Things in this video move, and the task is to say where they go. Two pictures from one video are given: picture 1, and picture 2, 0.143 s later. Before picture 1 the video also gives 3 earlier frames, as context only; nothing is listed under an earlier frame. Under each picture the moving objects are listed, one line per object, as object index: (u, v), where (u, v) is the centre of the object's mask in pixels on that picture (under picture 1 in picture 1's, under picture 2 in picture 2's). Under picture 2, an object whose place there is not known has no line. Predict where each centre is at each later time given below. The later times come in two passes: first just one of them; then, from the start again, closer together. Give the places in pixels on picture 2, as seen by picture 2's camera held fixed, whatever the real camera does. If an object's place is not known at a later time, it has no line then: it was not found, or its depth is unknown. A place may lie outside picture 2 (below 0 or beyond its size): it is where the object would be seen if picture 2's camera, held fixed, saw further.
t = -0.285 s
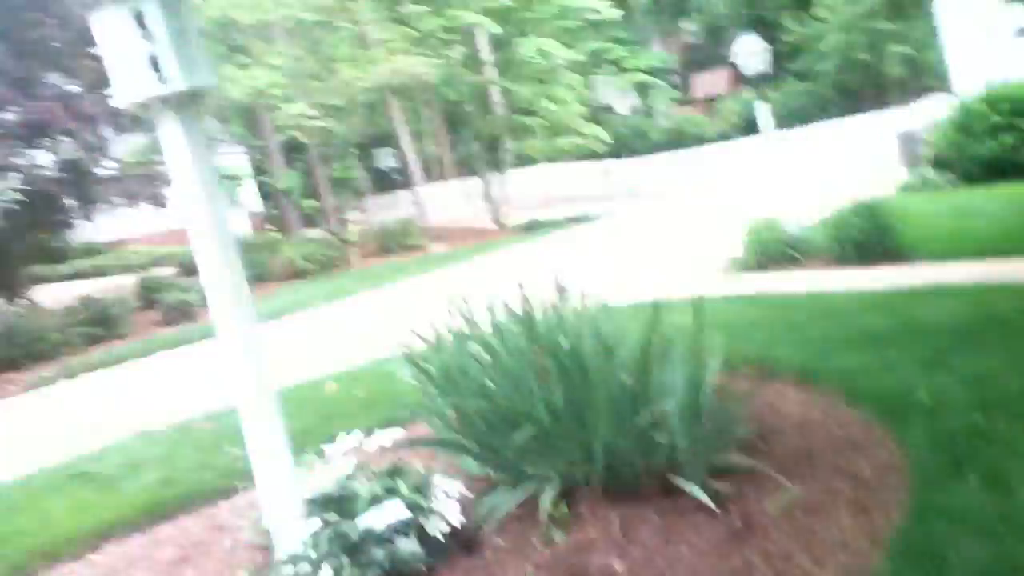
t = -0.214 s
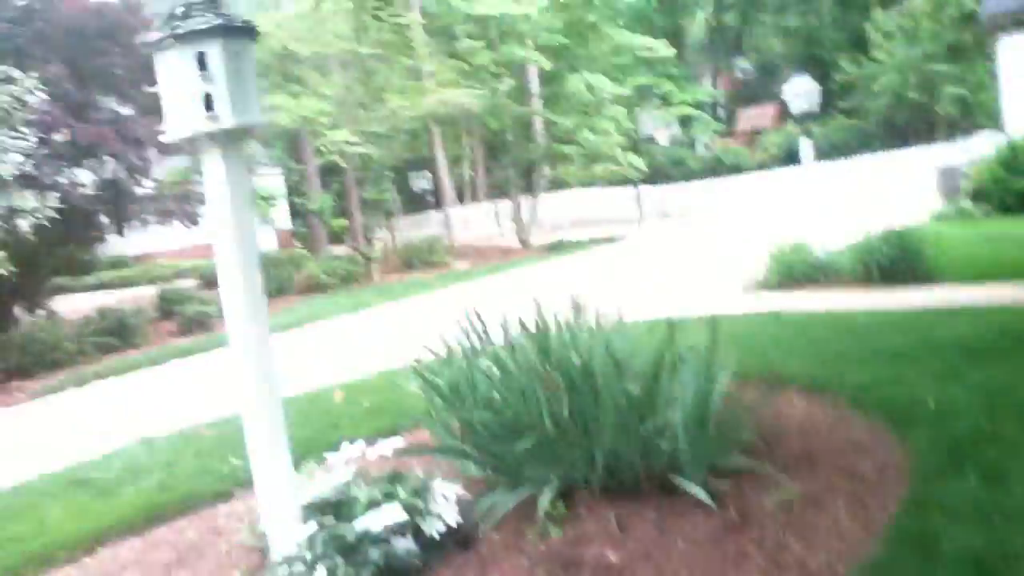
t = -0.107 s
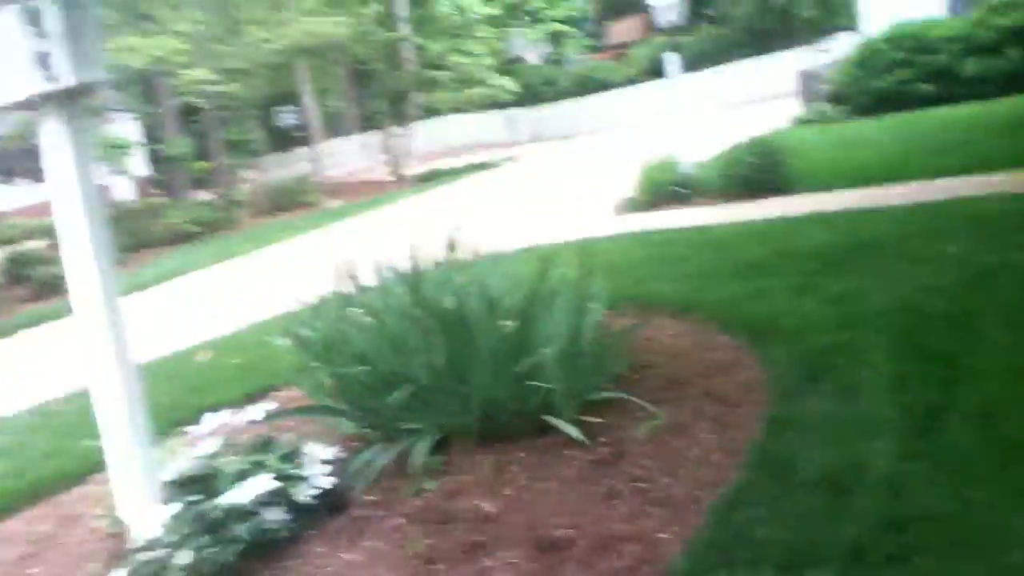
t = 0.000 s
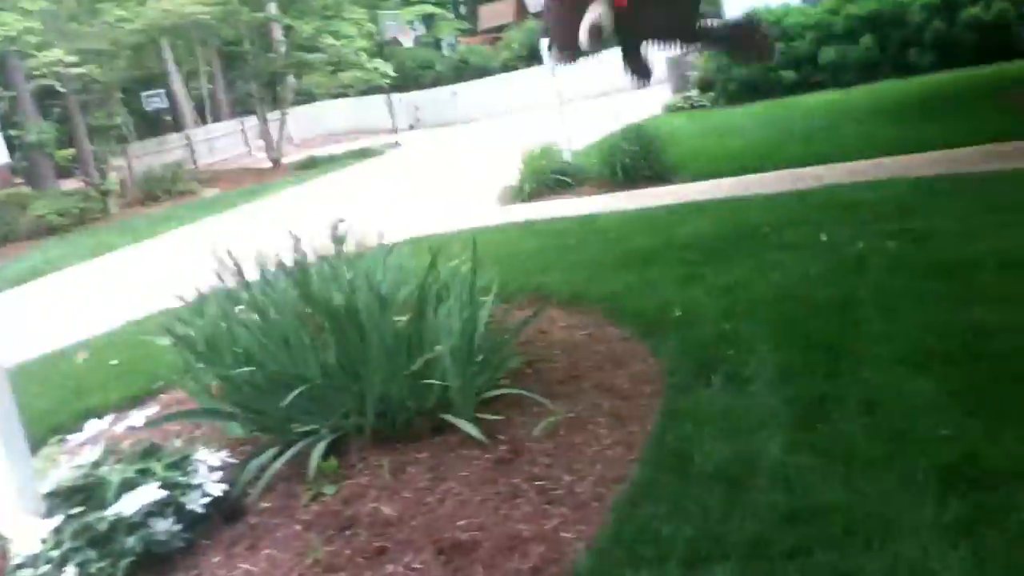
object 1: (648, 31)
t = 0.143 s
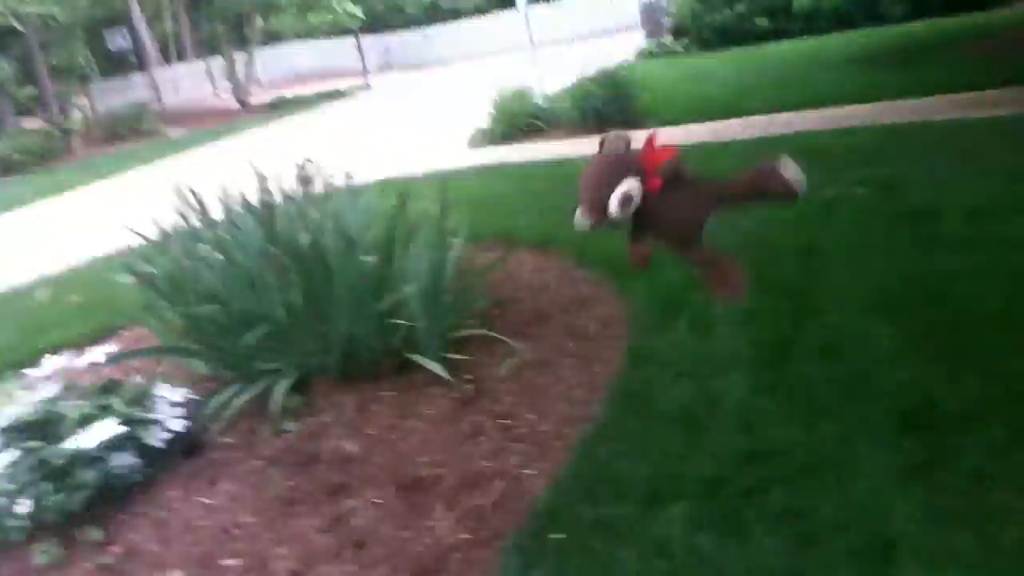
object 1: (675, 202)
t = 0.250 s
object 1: (701, 437)
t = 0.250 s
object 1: (701, 437)
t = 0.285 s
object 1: (706, 475)
